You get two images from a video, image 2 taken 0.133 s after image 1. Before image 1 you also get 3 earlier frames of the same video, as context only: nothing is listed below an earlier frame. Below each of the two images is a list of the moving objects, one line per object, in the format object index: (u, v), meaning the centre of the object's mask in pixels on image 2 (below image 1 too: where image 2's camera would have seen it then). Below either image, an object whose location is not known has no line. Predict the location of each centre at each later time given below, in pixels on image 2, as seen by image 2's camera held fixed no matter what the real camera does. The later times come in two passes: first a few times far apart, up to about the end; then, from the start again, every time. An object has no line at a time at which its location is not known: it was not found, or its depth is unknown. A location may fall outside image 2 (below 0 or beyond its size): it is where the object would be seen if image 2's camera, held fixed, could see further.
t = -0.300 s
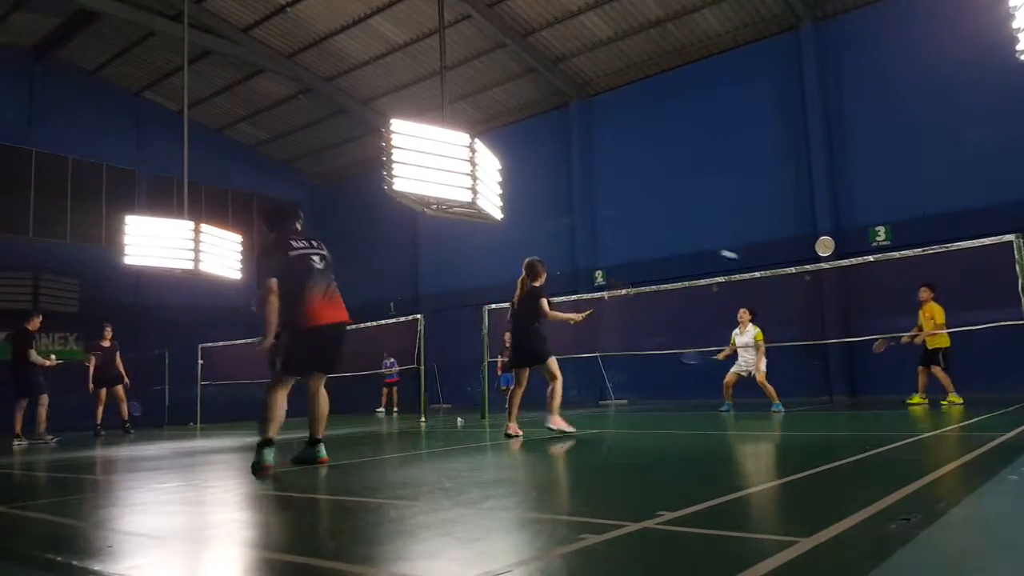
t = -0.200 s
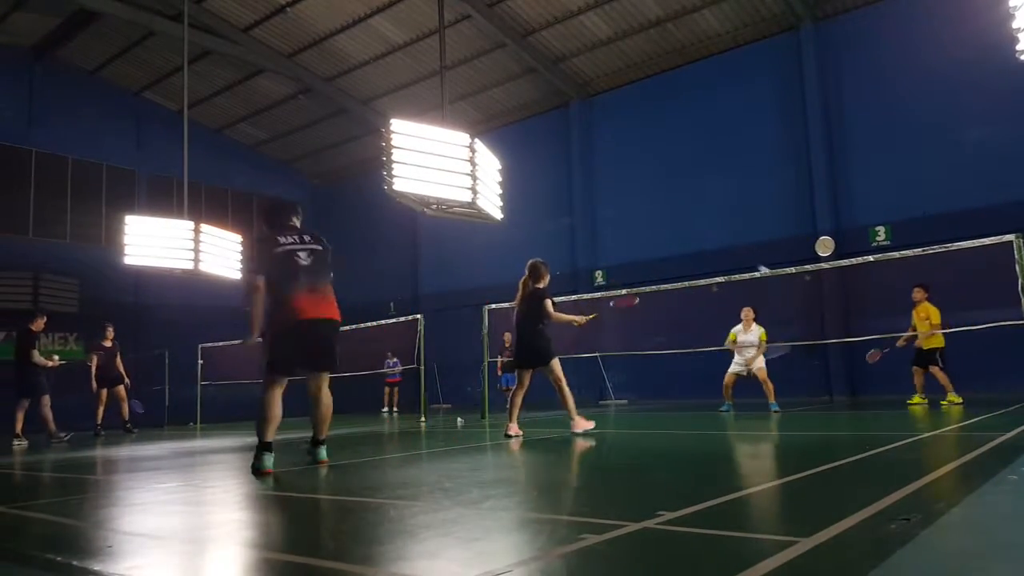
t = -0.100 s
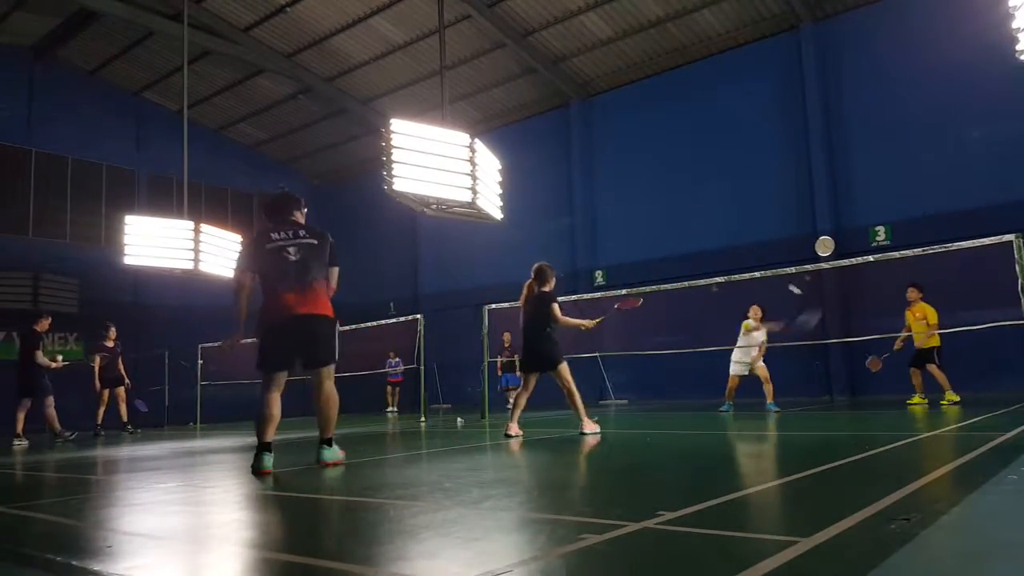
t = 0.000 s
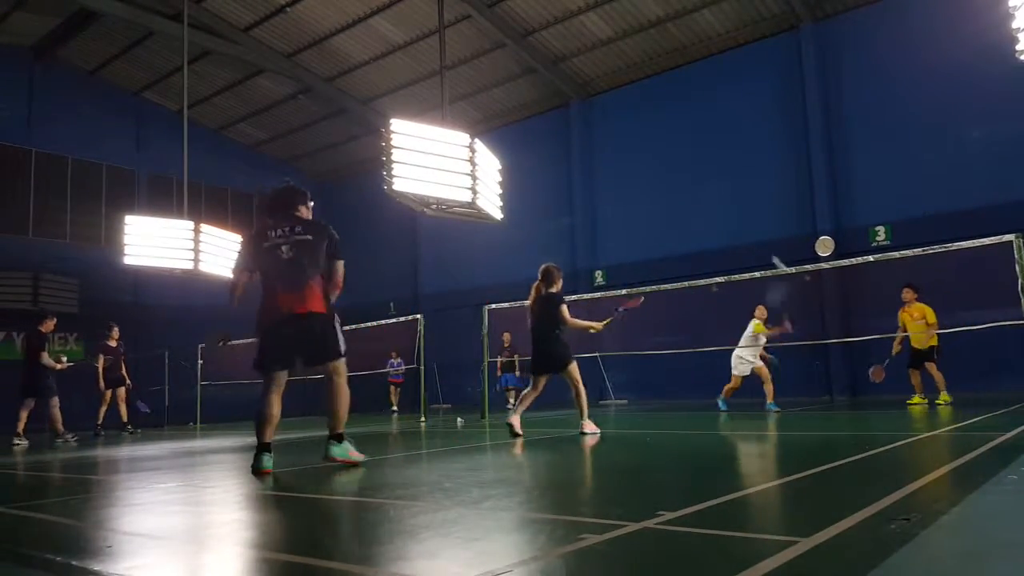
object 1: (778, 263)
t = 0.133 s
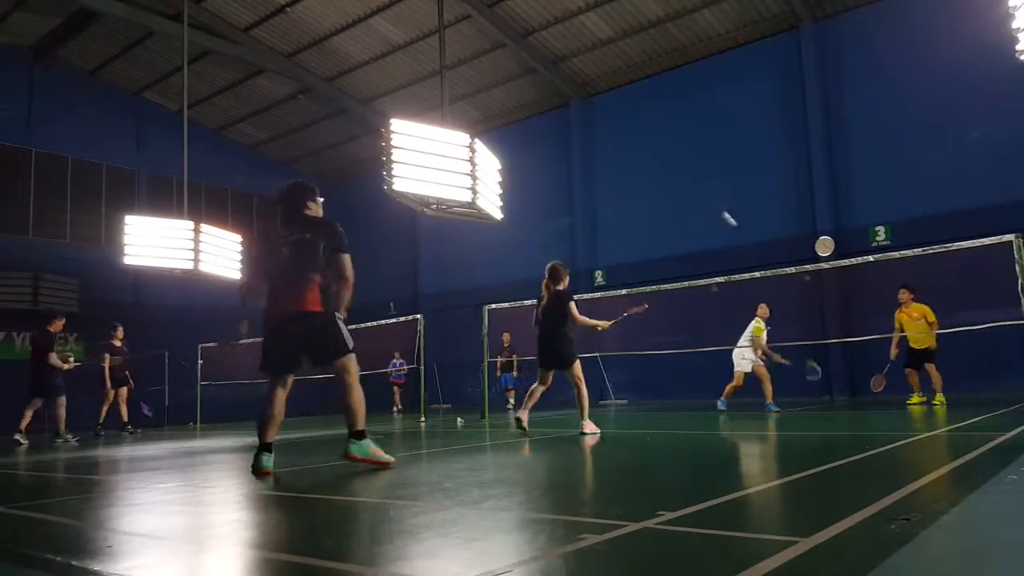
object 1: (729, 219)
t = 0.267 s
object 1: (687, 184)
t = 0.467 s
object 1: (629, 166)
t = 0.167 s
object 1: (719, 208)
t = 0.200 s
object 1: (707, 198)
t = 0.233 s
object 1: (697, 191)
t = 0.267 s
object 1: (687, 184)
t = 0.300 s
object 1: (676, 179)
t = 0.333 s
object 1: (667, 175)
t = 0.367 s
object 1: (656, 172)
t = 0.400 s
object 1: (647, 169)
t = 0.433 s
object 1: (638, 167)
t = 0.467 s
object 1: (629, 166)
